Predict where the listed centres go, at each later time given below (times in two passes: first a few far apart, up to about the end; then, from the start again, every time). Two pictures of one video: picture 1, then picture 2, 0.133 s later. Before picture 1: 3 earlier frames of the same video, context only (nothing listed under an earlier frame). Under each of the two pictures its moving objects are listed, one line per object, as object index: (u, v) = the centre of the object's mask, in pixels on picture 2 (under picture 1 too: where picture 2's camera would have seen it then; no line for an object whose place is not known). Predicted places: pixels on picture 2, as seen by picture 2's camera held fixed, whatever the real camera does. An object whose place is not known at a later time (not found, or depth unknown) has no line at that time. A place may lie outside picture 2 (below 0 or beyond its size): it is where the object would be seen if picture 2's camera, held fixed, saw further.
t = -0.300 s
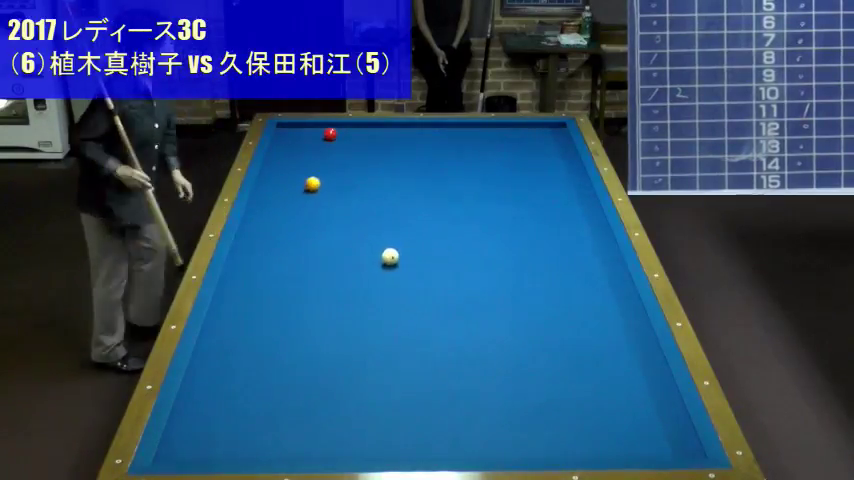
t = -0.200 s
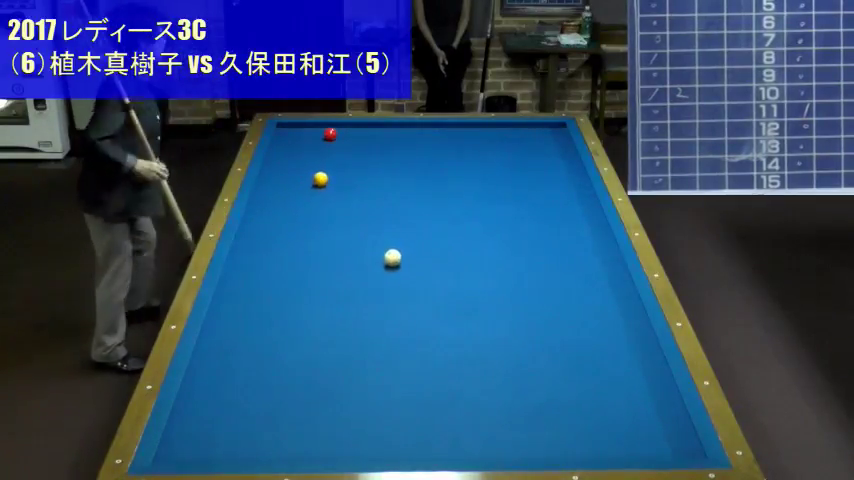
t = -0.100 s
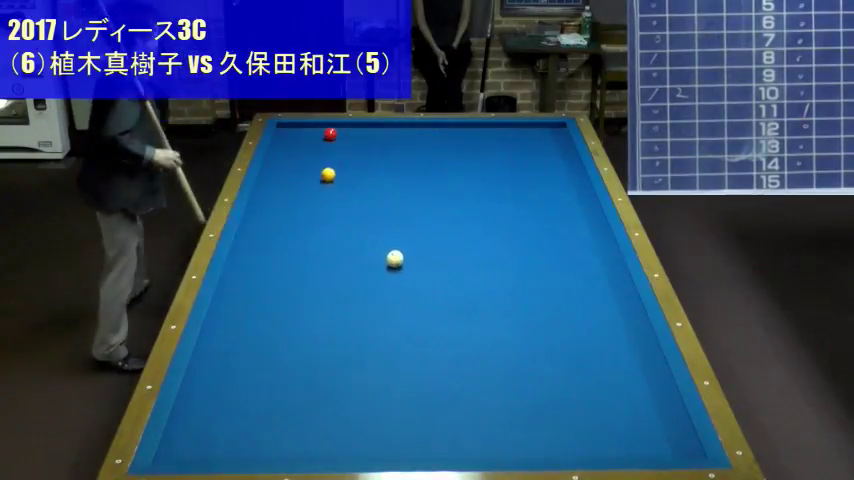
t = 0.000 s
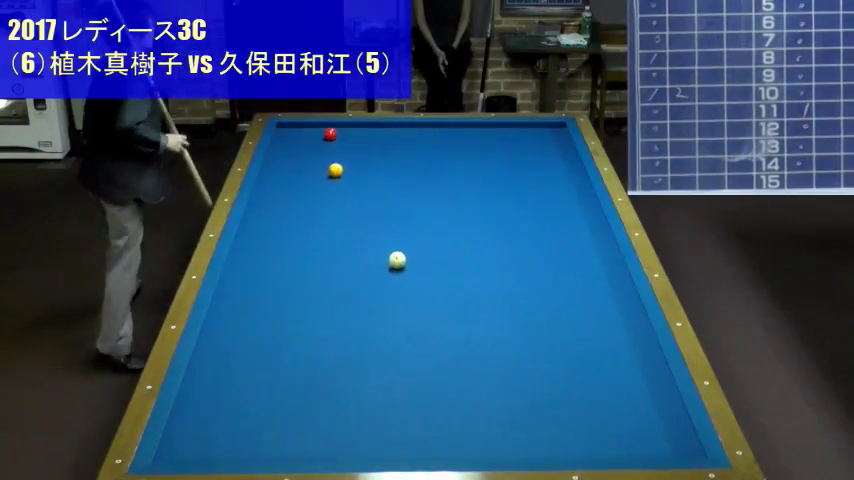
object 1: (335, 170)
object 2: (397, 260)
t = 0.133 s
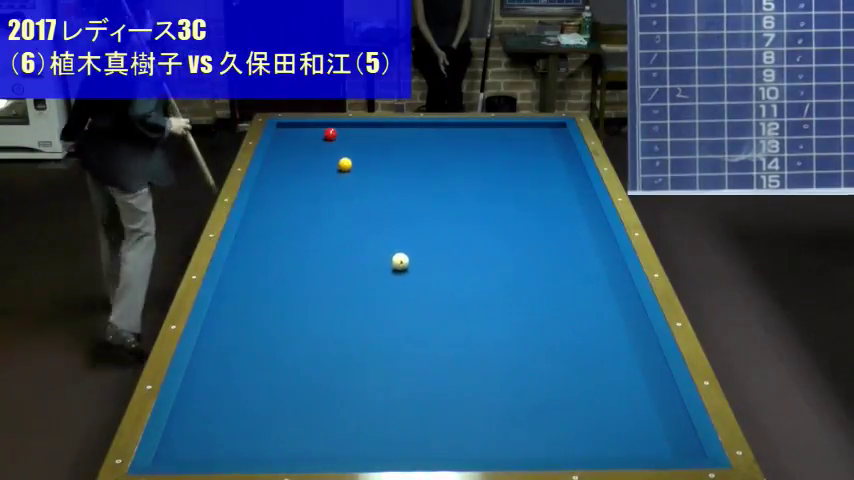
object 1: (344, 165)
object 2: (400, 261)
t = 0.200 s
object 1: (349, 162)
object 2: (401, 262)
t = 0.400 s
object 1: (362, 154)
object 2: (406, 264)
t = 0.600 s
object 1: (375, 146)
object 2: (410, 266)
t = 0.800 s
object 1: (387, 139)
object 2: (413, 267)
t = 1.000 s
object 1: (398, 132)
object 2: (417, 269)
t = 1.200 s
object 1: (409, 126)
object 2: (420, 270)
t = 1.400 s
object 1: (421, 127)
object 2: (422, 271)
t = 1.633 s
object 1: (435, 131)
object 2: (425, 273)
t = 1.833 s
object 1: (446, 135)
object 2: (428, 273)
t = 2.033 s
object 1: (458, 138)
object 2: (429, 274)
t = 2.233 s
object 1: (470, 142)
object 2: (430, 275)
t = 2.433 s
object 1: (482, 145)
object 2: (431, 276)
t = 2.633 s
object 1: (493, 148)
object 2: (432, 276)
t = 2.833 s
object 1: (505, 152)
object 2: (432, 276)
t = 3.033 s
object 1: (516, 156)
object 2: (433, 276)
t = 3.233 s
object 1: (528, 159)
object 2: (432, 276)
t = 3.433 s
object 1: (538, 162)
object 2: (432, 276)
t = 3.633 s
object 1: (549, 165)
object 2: (432, 276)
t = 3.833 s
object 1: (560, 169)
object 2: (432, 276)
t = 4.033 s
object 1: (571, 172)
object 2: (432, 276)
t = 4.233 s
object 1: (580, 174)
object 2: (432, 276)
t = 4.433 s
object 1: (576, 177)
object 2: (433, 276)
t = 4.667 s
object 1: (571, 179)
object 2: (432, 276)
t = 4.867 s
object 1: (568, 182)
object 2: (432, 276)
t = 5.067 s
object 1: (565, 184)
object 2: (432, 276)
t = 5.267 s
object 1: (561, 186)
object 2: (433, 276)
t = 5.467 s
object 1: (558, 187)
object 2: (432, 276)
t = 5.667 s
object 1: (555, 189)
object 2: (432, 276)
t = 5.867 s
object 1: (553, 191)
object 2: (432, 276)
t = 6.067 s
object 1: (550, 192)
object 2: (432, 276)
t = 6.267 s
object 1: (547, 194)
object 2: (432, 276)
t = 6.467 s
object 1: (545, 195)
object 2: (432, 276)
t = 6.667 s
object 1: (543, 196)
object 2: (432, 276)
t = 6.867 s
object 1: (541, 197)
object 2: (432, 276)
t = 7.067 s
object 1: (539, 198)
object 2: (432, 276)
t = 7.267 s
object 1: (538, 199)
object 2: (432, 276)
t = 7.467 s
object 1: (536, 200)
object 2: (432, 276)
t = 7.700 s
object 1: (535, 200)
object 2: (432, 276)
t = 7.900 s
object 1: (534, 201)
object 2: (432, 276)
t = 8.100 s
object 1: (533, 201)
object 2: (432, 276)
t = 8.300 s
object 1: (533, 201)
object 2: (432, 276)
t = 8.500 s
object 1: (533, 201)
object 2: (432, 276)
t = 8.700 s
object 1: (533, 201)
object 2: (432, 276)
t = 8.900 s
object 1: (533, 201)
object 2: (432, 276)
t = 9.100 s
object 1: (533, 201)
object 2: (432, 276)
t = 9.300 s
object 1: (533, 201)
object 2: (432, 276)
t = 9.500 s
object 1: (533, 201)
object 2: (432, 276)
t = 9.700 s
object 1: (533, 201)
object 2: (432, 276)
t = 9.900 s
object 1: (533, 202)
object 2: (432, 276)
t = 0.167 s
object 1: (347, 163)
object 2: (401, 262)
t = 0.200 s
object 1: (349, 162)
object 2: (401, 262)
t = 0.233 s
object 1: (351, 160)
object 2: (402, 262)
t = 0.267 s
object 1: (353, 159)
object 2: (403, 263)
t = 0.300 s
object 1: (356, 158)
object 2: (404, 263)
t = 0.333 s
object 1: (358, 156)
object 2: (404, 263)
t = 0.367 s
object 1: (360, 155)
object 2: (405, 264)
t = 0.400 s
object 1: (362, 154)
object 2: (406, 264)
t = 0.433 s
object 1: (365, 153)
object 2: (406, 264)
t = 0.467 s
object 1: (367, 151)
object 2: (407, 264)
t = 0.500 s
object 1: (369, 150)
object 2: (408, 265)
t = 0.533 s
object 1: (371, 149)
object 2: (408, 265)
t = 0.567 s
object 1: (373, 148)
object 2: (409, 265)
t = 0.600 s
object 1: (375, 146)
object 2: (410, 266)
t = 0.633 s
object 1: (377, 145)
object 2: (410, 266)
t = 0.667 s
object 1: (379, 144)
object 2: (411, 266)
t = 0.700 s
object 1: (381, 143)
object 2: (411, 266)
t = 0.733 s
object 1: (383, 141)
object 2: (412, 267)
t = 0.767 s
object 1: (385, 140)
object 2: (413, 267)
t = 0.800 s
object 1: (387, 139)
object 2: (413, 267)
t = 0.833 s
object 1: (389, 138)
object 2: (414, 268)
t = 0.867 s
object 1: (391, 137)
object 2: (415, 268)
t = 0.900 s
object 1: (393, 136)
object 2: (415, 268)
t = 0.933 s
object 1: (395, 135)
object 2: (416, 268)
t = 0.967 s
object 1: (396, 134)
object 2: (416, 269)
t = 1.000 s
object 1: (398, 132)
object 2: (417, 269)
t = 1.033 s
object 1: (400, 131)
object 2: (417, 269)
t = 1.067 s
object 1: (402, 130)
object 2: (418, 269)
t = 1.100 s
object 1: (404, 129)
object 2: (418, 270)
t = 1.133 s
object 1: (406, 128)
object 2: (419, 270)
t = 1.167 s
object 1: (407, 127)
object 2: (419, 270)
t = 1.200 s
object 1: (409, 126)
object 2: (420, 270)
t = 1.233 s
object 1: (411, 125)
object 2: (420, 270)
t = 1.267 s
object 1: (413, 125)
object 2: (421, 270)
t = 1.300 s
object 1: (415, 125)
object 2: (421, 271)
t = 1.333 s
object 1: (417, 126)
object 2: (421, 271)
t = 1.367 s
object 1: (419, 127)
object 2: (422, 271)
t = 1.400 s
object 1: (421, 127)
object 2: (422, 271)
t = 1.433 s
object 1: (423, 128)
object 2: (423, 271)
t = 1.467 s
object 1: (425, 128)
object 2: (423, 272)
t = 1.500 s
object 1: (427, 129)
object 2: (424, 272)
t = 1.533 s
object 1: (429, 130)
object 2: (424, 272)
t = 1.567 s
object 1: (431, 130)
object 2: (424, 272)
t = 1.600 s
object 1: (432, 131)
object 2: (425, 272)
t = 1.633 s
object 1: (435, 131)
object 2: (425, 273)
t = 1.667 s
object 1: (437, 132)
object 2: (426, 273)
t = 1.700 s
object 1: (439, 132)
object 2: (426, 273)
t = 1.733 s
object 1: (441, 133)
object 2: (426, 273)
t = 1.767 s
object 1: (442, 134)
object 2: (427, 273)
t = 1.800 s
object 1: (445, 134)
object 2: (427, 273)
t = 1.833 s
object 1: (446, 135)
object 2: (428, 273)
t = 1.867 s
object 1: (449, 135)
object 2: (428, 274)
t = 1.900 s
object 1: (450, 136)
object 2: (428, 274)
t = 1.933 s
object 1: (452, 137)
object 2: (429, 274)
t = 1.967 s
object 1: (455, 137)
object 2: (429, 274)
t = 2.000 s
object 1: (456, 138)
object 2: (429, 274)
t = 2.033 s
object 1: (458, 138)
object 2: (429, 274)
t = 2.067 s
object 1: (460, 139)
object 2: (429, 275)
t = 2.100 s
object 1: (462, 139)
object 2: (429, 275)
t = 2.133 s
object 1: (464, 140)
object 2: (430, 275)
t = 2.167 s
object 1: (466, 140)
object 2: (430, 275)
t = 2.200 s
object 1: (468, 141)
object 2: (430, 275)
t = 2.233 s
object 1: (470, 142)
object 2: (430, 275)
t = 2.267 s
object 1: (472, 142)
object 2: (431, 275)
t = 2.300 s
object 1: (474, 143)
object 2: (431, 275)
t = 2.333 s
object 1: (476, 143)
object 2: (431, 275)
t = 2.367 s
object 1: (478, 144)
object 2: (431, 275)
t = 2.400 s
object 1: (480, 144)
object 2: (431, 276)
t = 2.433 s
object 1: (482, 145)
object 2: (431, 276)
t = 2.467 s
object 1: (484, 146)
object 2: (431, 276)
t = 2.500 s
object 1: (485, 146)
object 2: (432, 276)
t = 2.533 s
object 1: (487, 147)
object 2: (432, 276)
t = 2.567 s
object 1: (489, 147)
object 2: (432, 276)
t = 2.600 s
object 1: (491, 148)
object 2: (432, 276)
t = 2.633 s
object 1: (493, 148)
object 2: (432, 276)
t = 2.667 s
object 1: (495, 149)
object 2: (432, 276)
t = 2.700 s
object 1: (497, 150)
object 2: (432, 276)
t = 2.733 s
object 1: (499, 150)
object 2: (432, 276)
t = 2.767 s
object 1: (501, 151)
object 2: (432, 276)
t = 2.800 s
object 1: (503, 151)
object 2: (432, 276)
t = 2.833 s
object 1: (505, 152)
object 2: (432, 276)
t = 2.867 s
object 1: (506, 152)
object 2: (433, 276)
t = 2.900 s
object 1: (508, 153)
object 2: (433, 276)
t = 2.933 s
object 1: (510, 154)
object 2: (433, 276)
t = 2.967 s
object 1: (512, 154)
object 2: (433, 276)
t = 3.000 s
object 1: (514, 155)
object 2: (433, 276)
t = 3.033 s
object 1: (516, 156)
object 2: (433, 276)
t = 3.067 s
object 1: (518, 156)
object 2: (433, 276)
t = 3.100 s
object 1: (520, 157)
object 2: (433, 276)
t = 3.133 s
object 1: (522, 157)
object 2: (433, 276)
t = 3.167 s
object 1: (524, 158)
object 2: (432, 276)
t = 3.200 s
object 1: (525, 158)
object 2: (432, 276)
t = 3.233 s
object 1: (528, 159)
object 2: (432, 276)
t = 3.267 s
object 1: (529, 159)
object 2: (432, 276)
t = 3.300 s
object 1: (531, 160)
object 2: (432, 276)
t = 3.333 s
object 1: (533, 161)
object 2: (432, 276)
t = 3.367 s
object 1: (534, 161)
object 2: (432, 276)
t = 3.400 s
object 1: (537, 162)
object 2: (432, 276)
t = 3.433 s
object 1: (538, 162)
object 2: (432, 276)
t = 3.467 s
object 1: (540, 163)
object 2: (432, 276)
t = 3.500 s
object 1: (542, 163)
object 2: (432, 276)
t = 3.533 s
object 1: (544, 164)
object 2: (432, 276)
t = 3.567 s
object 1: (545, 164)
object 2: (432, 276)
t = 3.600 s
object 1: (547, 165)
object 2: (432, 276)
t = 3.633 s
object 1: (549, 165)
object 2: (432, 276)
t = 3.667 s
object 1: (551, 166)
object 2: (432, 276)
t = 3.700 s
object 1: (553, 167)
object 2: (432, 276)
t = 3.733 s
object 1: (555, 167)
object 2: (433, 276)
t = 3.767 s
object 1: (557, 168)
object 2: (432, 276)
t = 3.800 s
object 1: (558, 168)
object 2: (432, 276)
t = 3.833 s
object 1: (560, 169)
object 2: (432, 276)
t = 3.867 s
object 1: (562, 169)
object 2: (432, 276)
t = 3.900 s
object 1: (564, 170)
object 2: (432, 276)
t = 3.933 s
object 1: (565, 170)
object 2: (432, 276)
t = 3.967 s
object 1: (567, 171)
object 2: (432, 276)
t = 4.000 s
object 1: (569, 171)
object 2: (432, 276)
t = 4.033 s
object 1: (571, 172)
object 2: (432, 276)
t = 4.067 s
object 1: (572, 172)
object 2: (432, 276)
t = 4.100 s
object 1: (574, 173)
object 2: (432, 276)
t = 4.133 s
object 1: (576, 173)
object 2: (433, 276)
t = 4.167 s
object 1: (577, 174)
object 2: (432, 276)
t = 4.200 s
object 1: (579, 174)
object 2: (433, 276)
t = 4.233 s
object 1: (580, 174)
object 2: (432, 276)
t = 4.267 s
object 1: (579, 175)
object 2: (433, 276)
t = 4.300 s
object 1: (578, 175)
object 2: (433, 276)
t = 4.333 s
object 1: (578, 176)
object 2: (432, 276)
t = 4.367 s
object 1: (577, 176)
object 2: (432, 276)
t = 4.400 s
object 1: (577, 176)
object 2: (433, 276)
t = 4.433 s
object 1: (576, 177)
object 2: (433, 276)
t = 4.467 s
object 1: (575, 177)
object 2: (433, 276)
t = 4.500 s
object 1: (575, 178)
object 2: (433, 276)
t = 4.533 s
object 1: (574, 178)
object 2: (432, 276)
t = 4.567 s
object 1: (573, 178)
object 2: (433, 276)
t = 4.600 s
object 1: (573, 179)
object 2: (432, 276)
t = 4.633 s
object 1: (572, 179)
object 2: (432, 276)
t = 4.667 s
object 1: (571, 179)
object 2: (432, 276)
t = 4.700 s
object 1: (571, 180)
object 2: (432, 276)
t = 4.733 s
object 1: (570, 180)
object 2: (432, 276)
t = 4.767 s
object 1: (570, 181)
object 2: (433, 276)
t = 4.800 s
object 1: (569, 181)
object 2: (433, 276)
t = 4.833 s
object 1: (569, 181)
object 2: (432, 276)
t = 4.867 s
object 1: (568, 182)
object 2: (432, 276)
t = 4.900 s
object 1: (567, 182)
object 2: (432, 276)
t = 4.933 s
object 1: (567, 182)
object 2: (432, 276)
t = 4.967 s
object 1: (567, 183)
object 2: (432, 276)
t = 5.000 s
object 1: (566, 183)
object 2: (432, 276)
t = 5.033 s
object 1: (565, 183)
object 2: (432, 276)
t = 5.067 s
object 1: (565, 184)
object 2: (432, 276)
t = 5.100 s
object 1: (564, 184)
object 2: (432, 276)
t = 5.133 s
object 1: (563, 184)
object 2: (432, 276)
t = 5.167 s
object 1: (563, 185)
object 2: (432, 276)
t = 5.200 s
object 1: (562, 185)
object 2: (433, 276)
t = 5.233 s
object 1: (562, 185)
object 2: (433, 276)
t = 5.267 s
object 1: (561, 186)
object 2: (433, 276)
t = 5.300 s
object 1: (561, 186)
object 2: (432, 276)
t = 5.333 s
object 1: (560, 186)
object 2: (432, 276)
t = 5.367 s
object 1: (560, 187)
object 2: (432, 276)
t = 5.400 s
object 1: (559, 187)
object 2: (432, 276)
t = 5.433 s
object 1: (559, 187)
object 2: (432, 276)
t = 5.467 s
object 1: (558, 187)
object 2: (432, 276)
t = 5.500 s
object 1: (558, 188)
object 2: (432, 276)
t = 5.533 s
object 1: (557, 188)
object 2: (432, 276)
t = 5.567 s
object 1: (557, 188)
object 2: (432, 276)
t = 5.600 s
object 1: (556, 189)
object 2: (432, 276)
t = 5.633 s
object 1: (556, 189)
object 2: (432, 276)
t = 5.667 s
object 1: (555, 189)
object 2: (432, 276)
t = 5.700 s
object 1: (555, 189)
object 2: (432, 276)
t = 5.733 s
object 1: (554, 190)
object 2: (432, 276)
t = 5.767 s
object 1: (554, 190)
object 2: (432, 276)
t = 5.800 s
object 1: (553, 190)
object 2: (432, 276)
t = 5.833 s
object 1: (553, 191)
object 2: (432, 276)
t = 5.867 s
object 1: (553, 191)
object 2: (432, 276)
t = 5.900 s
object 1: (552, 191)
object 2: (432, 276)
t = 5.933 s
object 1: (552, 191)
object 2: (432, 276)
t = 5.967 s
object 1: (551, 191)
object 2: (432, 276)
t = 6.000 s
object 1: (551, 192)
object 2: (432, 276)
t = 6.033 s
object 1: (550, 192)
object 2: (432, 276)
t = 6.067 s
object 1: (550, 192)
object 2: (432, 276)
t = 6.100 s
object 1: (549, 193)
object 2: (432, 276)
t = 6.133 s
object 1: (549, 193)
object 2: (432, 276)
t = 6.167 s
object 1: (549, 193)
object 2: (432, 276)
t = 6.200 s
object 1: (548, 193)
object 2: (432, 276)
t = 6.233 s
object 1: (548, 193)
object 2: (432, 276)
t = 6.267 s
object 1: (547, 194)
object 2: (432, 276)
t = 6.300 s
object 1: (547, 194)
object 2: (432, 276)
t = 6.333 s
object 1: (546, 194)
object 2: (432, 276)
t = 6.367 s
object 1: (546, 194)
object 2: (432, 276)
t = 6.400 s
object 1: (545, 195)
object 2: (432, 276)
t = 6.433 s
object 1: (545, 195)
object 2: (432, 276)
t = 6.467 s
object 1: (545, 195)
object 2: (432, 276)
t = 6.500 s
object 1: (545, 195)
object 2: (432, 276)
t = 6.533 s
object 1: (544, 195)
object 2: (432, 276)
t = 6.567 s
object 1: (544, 195)
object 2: (432, 276)
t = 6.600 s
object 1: (543, 196)
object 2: (432, 276)
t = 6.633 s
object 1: (543, 196)
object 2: (432, 276)
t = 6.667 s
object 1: (543, 196)
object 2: (432, 276)
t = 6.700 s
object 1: (543, 196)
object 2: (432, 276)
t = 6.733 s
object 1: (542, 196)
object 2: (432, 276)
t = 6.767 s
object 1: (542, 197)
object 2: (432, 276)
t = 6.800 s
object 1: (541, 197)
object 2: (432, 276)
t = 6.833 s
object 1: (541, 197)
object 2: (432, 276)
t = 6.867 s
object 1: (541, 197)
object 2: (432, 276)
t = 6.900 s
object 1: (540, 197)
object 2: (432, 276)
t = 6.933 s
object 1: (540, 197)
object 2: (432, 276)
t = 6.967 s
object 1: (540, 198)
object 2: (432, 276)
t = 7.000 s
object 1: (539, 198)
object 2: (432, 276)
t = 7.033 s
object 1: (539, 198)
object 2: (432, 276)
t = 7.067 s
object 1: (539, 198)
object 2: (432, 276)
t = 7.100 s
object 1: (539, 198)
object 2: (432, 276)
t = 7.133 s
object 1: (538, 198)
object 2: (432, 276)
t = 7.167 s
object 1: (538, 198)
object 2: (432, 276)
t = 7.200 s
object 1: (538, 199)
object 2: (432, 276)
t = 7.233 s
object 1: (538, 199)
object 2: (432, 276)
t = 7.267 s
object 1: (538, 199)
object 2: (432, 276)
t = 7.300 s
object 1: (537, 199)
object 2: (432, 276)
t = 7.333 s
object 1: (537, 199)
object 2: (432, 276)
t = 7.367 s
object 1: (537, 199)
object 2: (432, 276)
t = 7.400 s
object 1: (537, 199)
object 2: (432, 276)
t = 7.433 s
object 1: (537, 199)
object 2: (432, 276)
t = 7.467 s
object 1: (536, 200)
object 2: (432, 276)
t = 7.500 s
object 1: (536, 200)
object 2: (432, 276)
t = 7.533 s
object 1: (536, 200)
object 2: (432, 276)
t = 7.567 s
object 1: (536, 200)
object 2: (432, 276)
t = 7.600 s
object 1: (536, 200)
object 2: (432, 276)
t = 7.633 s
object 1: (535, 200)
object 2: (432, 276)
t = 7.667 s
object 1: (535, 200)
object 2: (432, 276)
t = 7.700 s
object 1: (535, 200)
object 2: (432, 276)
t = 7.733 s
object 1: (535, 200)
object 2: (432, 276)
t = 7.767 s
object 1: (535, 200)
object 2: (432, 276)
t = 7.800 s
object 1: (535, 201)
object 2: (432, 276)
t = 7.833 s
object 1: (535, 201)
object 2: (432, 276)
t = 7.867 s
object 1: (534, 201)
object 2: (432, 276)
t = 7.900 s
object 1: (534, 201)
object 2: (432, 276)
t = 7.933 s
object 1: (534, 201)
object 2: (432, 276)
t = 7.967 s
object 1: (534, 201)
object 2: (432, 276)
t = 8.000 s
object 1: (534, 201)
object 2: (432, 276)
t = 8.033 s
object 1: (534, 201)
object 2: (432, 276)
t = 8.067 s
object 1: (533, 201)
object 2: (432, 276)
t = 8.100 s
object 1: (533, 201)
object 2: (432, 276)
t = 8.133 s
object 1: (533, 201)
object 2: (432, 276)
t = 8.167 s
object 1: (533, 201)
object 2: (432, 276)
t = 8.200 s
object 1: (533, 201)
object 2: (432, 276)
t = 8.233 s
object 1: (533, 201)
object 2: (432, 276)
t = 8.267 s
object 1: (533, 201)
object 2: (432, 276)
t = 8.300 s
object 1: (533, 201)
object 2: (432, 276)
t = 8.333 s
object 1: (533, 201)
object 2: (432, 276)
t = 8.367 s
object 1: (533, 201)
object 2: (432, 276)
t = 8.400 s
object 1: (533, 201)
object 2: (432, 276)
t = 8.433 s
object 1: (533, 201)
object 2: (432, 276)
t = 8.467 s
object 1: (533, 201)
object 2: (432, 276)
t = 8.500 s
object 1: (533, 201)
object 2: (432, 276)
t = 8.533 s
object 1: (533, 201)
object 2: (432, 276)
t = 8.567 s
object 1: (533, 201)
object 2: (432, 276)
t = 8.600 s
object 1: (533, 201)
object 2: (432, 276)
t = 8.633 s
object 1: (533, 201)
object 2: (432, 276)
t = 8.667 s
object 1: (533, 201)
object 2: (432, 276)
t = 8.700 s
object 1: (533, 201)
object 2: (432, 276)
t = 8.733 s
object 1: (533, 201)
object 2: (432, 276)
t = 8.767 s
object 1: (533, 201)
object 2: (432, 276)
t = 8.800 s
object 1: (533, 201)
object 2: (432, 276)
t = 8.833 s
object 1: (533, 201)
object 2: (432, 276)
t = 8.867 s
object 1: (533, 201)
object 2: (432, 276)
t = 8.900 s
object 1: (533, 201)
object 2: (432, 276)
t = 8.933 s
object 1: (533, 201)
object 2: (432, 276)
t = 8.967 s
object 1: (533, 201)
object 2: (432, 276)
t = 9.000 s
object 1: (533, 201)
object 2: (432, 276)
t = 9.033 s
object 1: (533, 201)
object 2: (432, 276)
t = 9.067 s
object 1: (533, 201)
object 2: (432, 276)
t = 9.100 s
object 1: (533, 201)
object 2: (432, 276)
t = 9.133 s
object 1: (533, 201)
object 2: (432, 276)
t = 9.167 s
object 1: (533, 201)
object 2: (432, 276)
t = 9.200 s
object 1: (533, 201)
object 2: (432, 276)
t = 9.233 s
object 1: (533, 201)
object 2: (432, 276)
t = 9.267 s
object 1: (533, 201)
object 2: (432, 276)
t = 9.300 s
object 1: (533, 201)
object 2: (432, 276)
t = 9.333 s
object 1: (533, 201)
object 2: (432, 276)
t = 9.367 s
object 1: (533, 201)
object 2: (432, 276)
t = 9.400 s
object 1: (533, 201)
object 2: (432, 276)
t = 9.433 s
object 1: (533, 201)
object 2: (432, 276)
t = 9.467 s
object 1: (533, 201)
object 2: (432, 276)
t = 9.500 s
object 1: (533, 201)
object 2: (432, 276)
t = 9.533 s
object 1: (533, 201)
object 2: (432, 276)
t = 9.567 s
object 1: (533, 201)
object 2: (432, 276)
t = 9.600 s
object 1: (533, 201)
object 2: (432, 276)
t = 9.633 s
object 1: (533, 201)
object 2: (432, 276)
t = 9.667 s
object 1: (533, 201)
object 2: (432, 276)
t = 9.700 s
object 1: (533, 201)
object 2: (432, 276)
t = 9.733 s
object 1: (533, 201)
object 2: (432, 276)
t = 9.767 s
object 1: (533, 201)
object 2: (432, 276)
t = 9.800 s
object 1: (533, 201)
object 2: (432, 276)
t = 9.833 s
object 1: (533, 202)
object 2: (432, 276)
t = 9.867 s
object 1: (533, 202)
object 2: (432, 276)
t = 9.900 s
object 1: (533, 202)
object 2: (432, 276)
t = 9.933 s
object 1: (533, 202)
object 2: (432, 276)
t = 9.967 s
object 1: (533, 202)
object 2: (432, 276)
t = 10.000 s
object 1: (533, 202)
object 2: (432, 276)
